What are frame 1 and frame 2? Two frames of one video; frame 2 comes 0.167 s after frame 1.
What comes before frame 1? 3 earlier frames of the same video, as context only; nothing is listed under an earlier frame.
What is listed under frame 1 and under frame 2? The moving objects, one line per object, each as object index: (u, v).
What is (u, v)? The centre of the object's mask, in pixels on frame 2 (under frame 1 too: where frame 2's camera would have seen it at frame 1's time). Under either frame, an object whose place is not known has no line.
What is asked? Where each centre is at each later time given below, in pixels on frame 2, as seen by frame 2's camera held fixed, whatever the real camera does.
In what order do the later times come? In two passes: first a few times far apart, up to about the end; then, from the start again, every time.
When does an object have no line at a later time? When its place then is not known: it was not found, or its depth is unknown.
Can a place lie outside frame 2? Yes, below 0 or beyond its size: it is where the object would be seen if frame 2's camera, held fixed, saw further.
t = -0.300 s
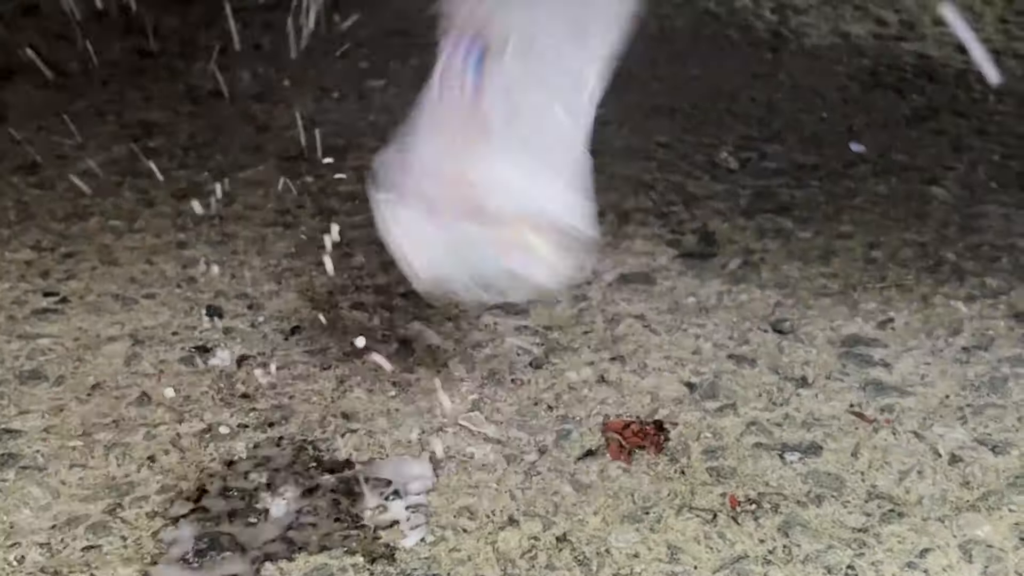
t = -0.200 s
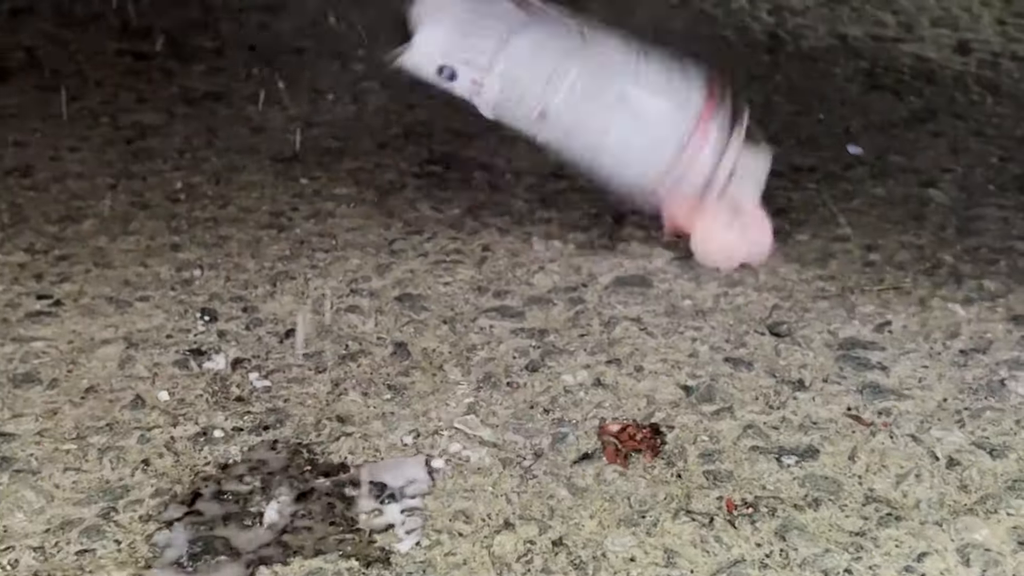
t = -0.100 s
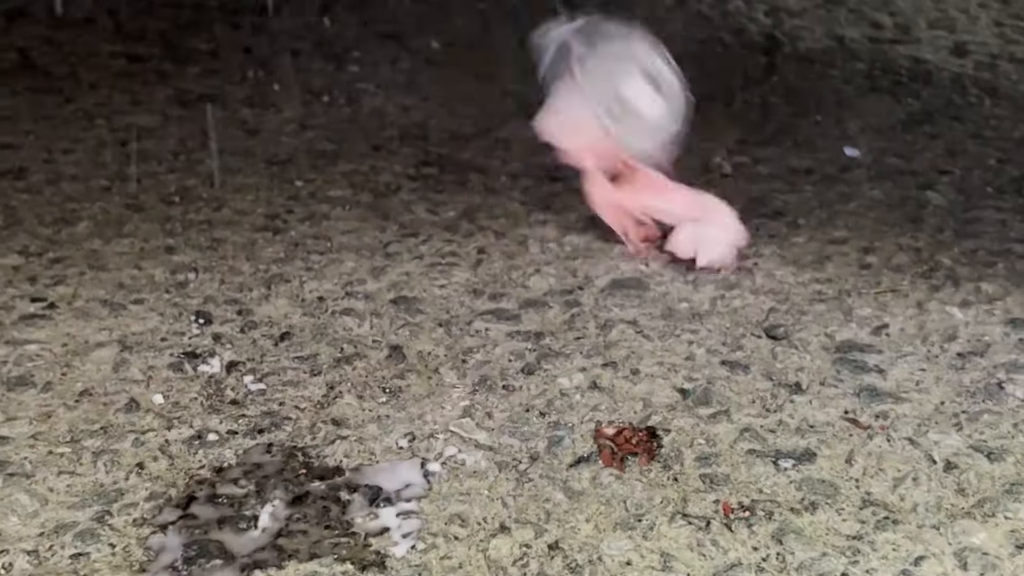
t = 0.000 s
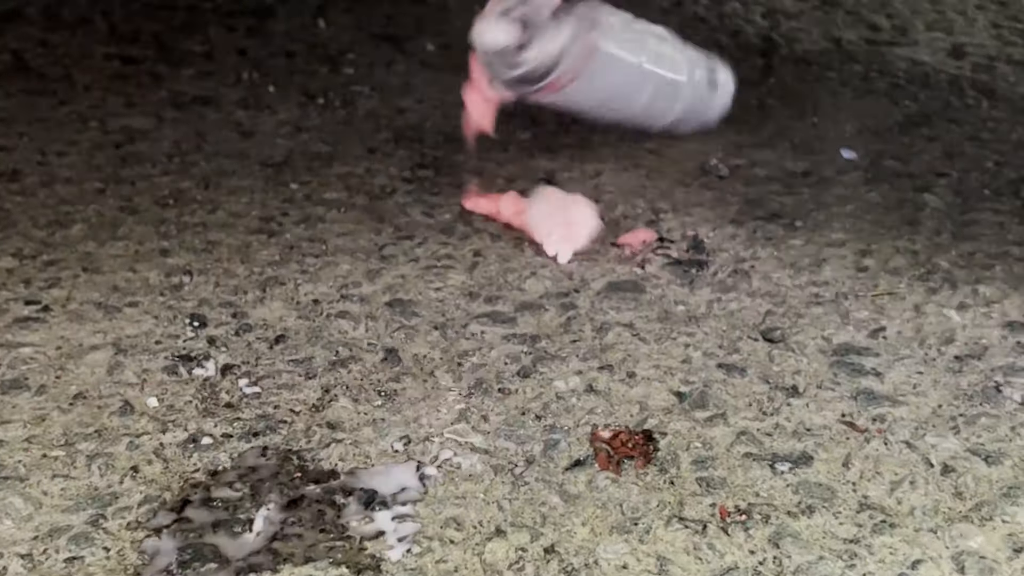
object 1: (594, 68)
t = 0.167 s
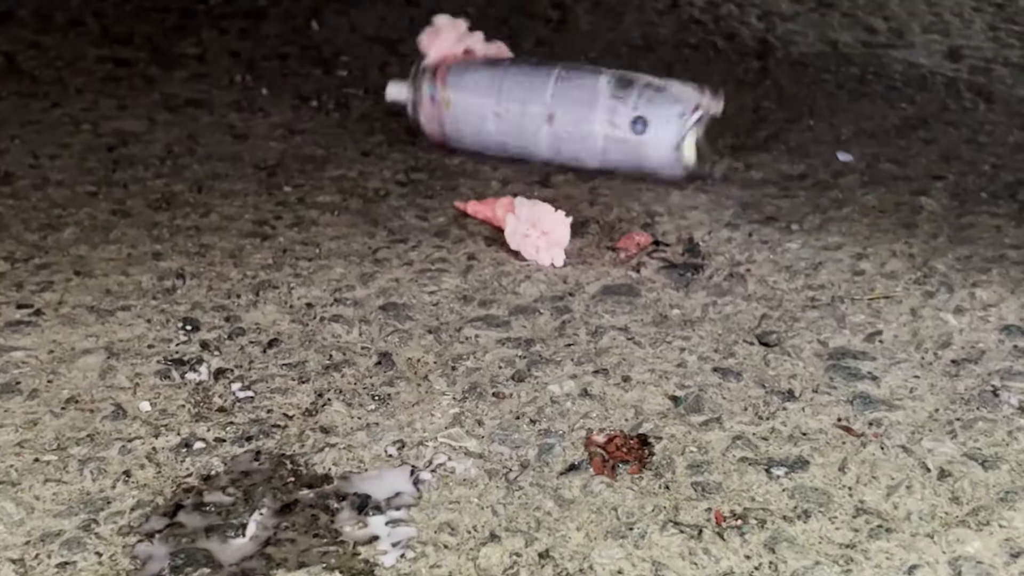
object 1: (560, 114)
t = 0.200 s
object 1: (562, 117)
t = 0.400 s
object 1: (561, 121)
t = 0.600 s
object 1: (562, 121)
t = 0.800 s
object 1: (562, 122)
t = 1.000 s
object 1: (562, 122)
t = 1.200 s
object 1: (562, 122)
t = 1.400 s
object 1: (562, 122)
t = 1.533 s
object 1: (562, 122)
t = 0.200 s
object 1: (562, 117)
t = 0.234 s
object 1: (562, 120)
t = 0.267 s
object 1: (561, 121)
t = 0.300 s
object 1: (561, 121)
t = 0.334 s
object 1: (561, 121)
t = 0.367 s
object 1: (561, 121)
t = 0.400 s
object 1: (561, 121)
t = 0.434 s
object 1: (561, 121)
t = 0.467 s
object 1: (562, 121)
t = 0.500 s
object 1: (562, 121)
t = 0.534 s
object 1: (562, 122)
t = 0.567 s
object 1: (562, 121)
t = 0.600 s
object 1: (562, 121)
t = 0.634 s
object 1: (562, 122)
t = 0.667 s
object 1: (562, 122)
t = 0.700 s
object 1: (562, 122)
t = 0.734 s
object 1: (562, 122)
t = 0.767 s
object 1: (562, 122)
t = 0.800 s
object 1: (562, 122)
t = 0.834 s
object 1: (562, 122)
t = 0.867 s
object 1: (562, 122)
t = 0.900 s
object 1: (562, 122)
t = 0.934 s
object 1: (562, 122)
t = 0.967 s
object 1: (562, 122)
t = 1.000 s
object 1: (562, 122)
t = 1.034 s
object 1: (562, 122)
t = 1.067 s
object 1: (562, 122)
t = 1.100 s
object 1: (562, 122)
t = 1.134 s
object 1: (562, 122)
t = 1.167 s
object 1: (562, 122)
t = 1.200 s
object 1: (562, 122)
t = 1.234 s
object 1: (562, 122)
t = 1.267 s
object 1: (562, 122)
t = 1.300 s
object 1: (562, 122)
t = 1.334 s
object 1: (562, 122)
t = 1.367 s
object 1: (562, 122)
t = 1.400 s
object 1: (562, 122)
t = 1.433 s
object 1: (562, 122)
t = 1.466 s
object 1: (562, 122)
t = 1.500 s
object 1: (562, 122)
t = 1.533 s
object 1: (562, 122)
